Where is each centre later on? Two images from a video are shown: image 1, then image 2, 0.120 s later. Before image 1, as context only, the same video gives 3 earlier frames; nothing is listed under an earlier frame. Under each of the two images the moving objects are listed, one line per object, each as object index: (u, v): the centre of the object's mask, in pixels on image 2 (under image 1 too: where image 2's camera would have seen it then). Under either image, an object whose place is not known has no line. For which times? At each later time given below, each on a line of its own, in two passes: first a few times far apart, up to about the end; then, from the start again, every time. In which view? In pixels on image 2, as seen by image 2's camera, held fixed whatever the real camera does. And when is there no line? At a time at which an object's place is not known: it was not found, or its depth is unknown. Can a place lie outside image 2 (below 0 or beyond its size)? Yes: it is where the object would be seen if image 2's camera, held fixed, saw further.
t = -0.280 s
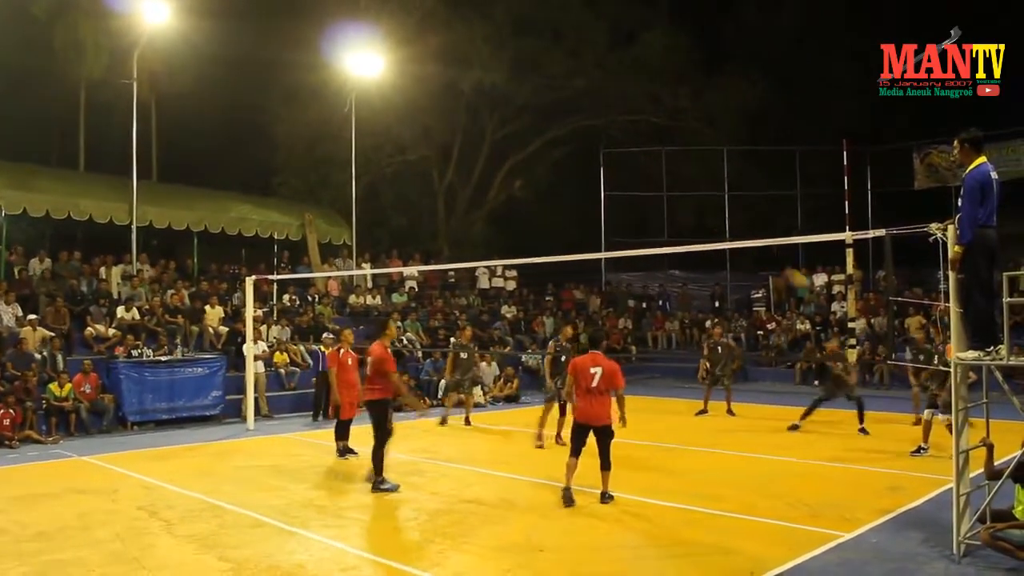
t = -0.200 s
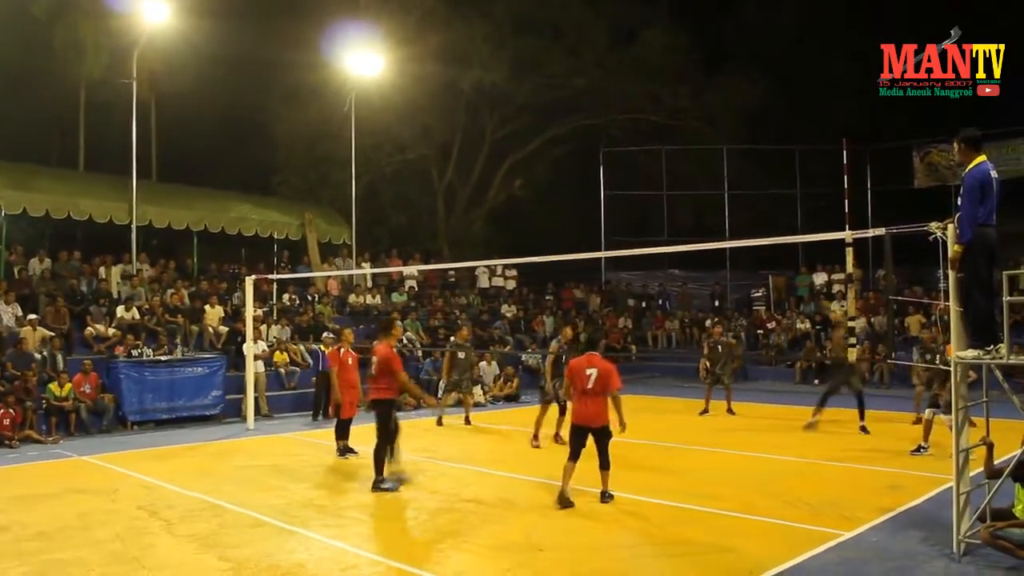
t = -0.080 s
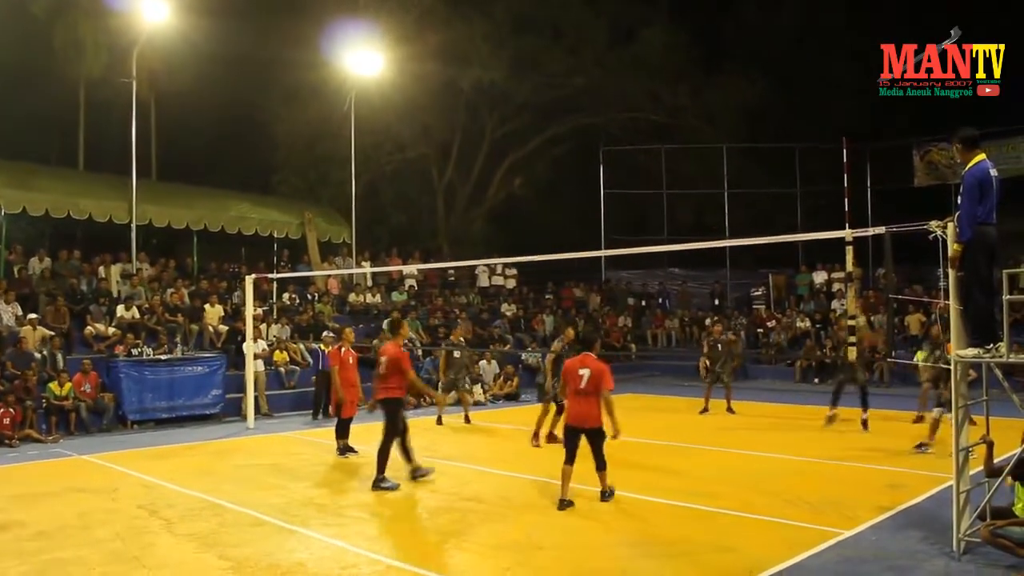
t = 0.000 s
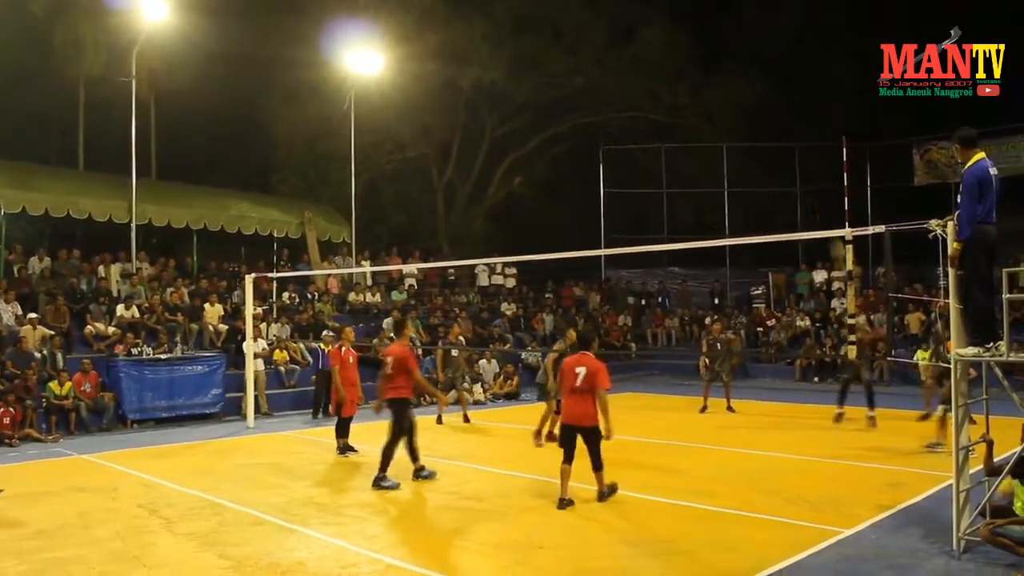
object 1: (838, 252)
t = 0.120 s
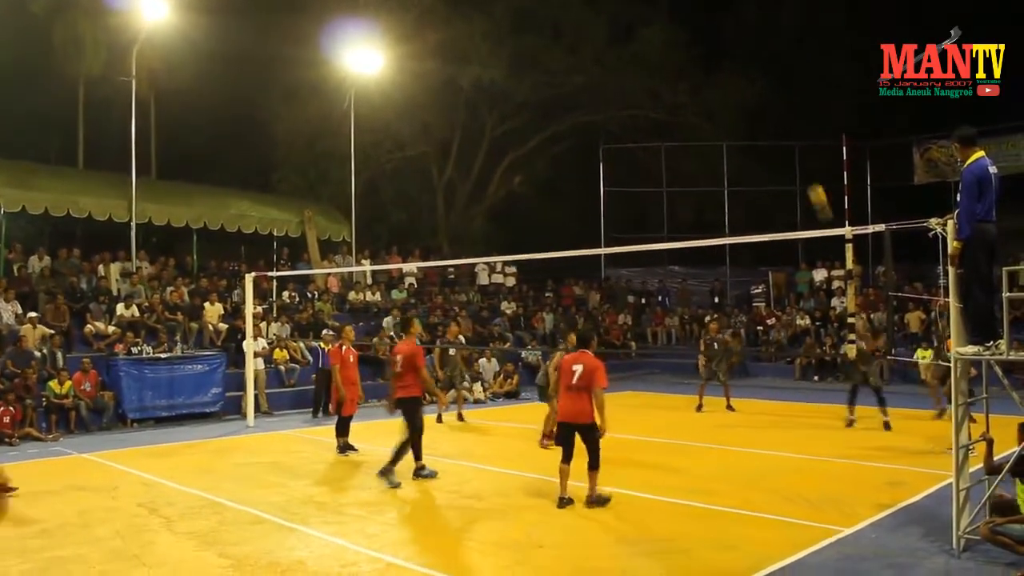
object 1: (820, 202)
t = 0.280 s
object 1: (791, 140)
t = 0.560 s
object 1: (735, 72)
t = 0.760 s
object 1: (695, 64)
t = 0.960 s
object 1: (655, 89)
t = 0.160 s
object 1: (813, 186)
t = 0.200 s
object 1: (806, 170)
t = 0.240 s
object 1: (798, 155)
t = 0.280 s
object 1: (791, 140)
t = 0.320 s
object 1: (782, 124)
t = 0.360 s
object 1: (775, 113)
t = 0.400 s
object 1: (767, 103)
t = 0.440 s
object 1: (760, 94)
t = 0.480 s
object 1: (752, 86)
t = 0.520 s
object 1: (744, 79)
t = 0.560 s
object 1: (735, 72)
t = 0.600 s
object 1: (728, 68)
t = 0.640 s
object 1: (719, 65)
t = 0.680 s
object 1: (711, 63)
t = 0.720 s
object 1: (704, 63)
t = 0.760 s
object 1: (695, 64)
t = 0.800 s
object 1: (688, 65)
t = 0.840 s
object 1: (679, 69)
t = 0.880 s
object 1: (671, 74)
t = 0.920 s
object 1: (662, 81)
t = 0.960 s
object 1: (655, 89)
